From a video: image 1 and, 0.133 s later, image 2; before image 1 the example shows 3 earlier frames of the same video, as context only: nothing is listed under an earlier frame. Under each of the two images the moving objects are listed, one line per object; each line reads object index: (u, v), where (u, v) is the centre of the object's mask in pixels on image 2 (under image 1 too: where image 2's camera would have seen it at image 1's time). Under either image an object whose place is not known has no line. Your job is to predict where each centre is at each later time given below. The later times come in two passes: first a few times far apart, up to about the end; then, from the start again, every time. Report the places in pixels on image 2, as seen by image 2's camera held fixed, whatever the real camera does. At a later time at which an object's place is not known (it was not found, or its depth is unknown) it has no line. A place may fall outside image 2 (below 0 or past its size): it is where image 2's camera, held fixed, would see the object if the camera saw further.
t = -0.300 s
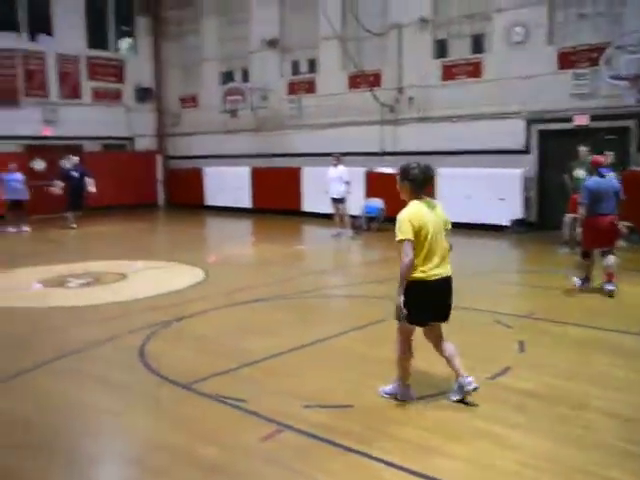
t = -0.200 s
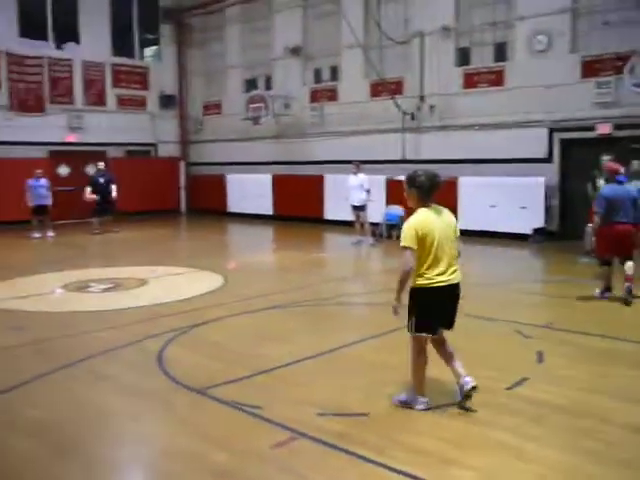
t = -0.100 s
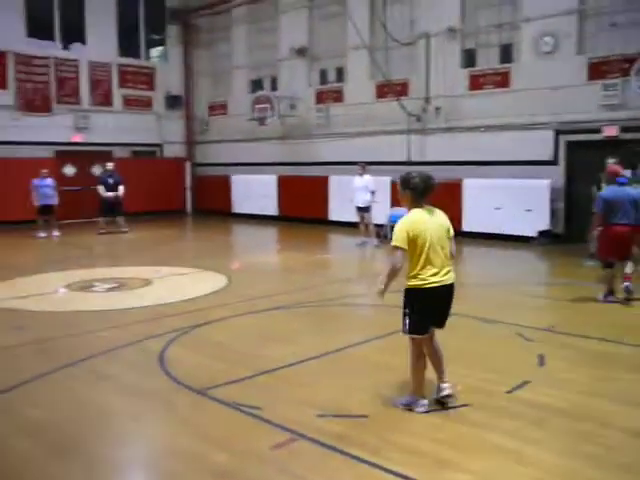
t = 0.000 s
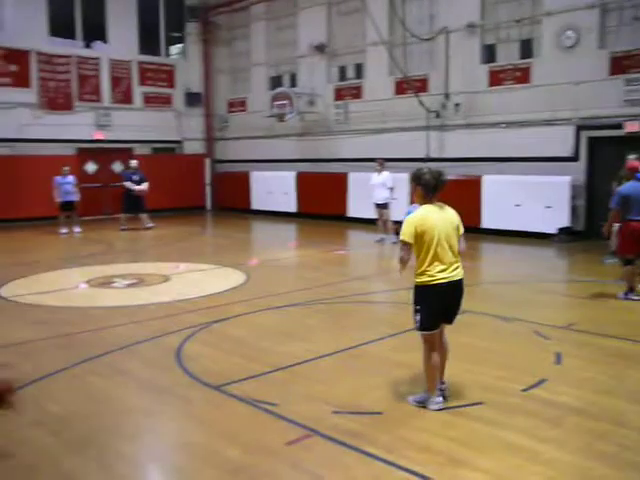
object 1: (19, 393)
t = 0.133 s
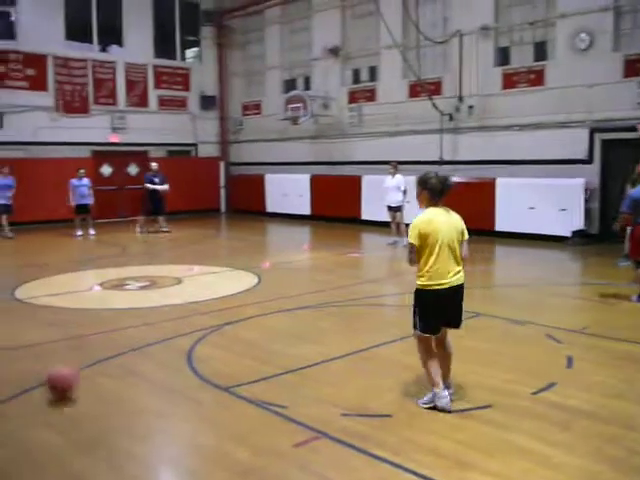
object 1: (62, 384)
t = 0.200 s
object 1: (85, 383)
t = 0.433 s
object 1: (163, 375)
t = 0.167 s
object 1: (73, 384)
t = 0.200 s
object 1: (85, 383)
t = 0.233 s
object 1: (96, 383)
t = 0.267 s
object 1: (107, 382)
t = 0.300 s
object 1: (120, 379)
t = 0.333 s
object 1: (131, 378)
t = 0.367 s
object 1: (140, 377)
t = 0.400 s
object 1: (152, 378)
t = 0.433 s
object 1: (163, 375)
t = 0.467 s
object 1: (174, 374)
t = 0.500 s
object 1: (184, 372)
